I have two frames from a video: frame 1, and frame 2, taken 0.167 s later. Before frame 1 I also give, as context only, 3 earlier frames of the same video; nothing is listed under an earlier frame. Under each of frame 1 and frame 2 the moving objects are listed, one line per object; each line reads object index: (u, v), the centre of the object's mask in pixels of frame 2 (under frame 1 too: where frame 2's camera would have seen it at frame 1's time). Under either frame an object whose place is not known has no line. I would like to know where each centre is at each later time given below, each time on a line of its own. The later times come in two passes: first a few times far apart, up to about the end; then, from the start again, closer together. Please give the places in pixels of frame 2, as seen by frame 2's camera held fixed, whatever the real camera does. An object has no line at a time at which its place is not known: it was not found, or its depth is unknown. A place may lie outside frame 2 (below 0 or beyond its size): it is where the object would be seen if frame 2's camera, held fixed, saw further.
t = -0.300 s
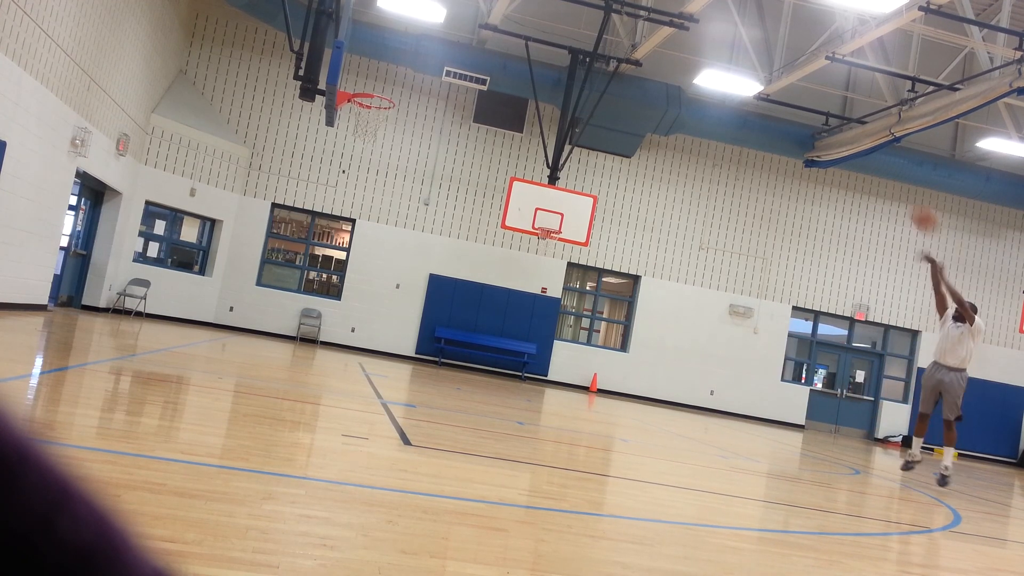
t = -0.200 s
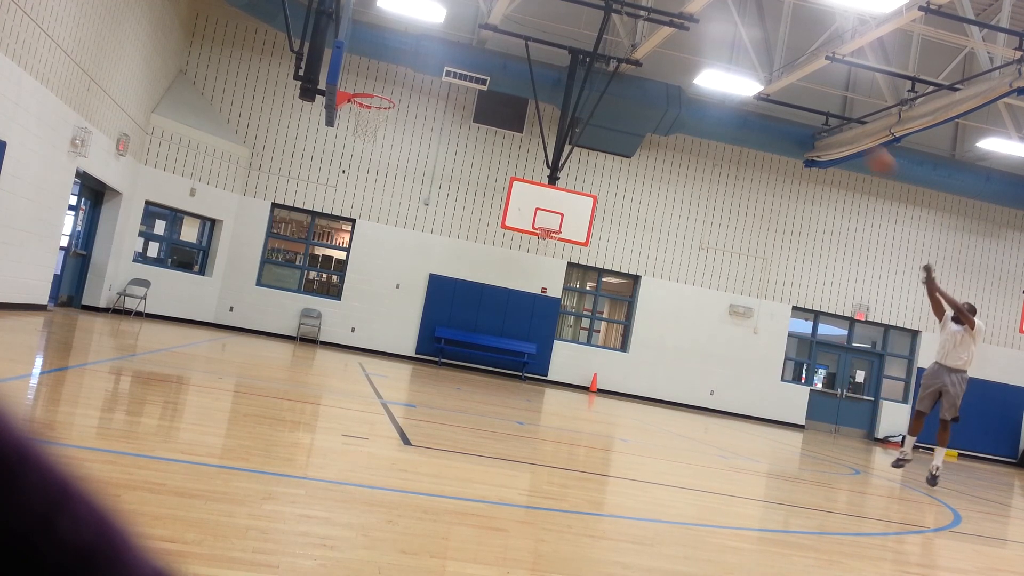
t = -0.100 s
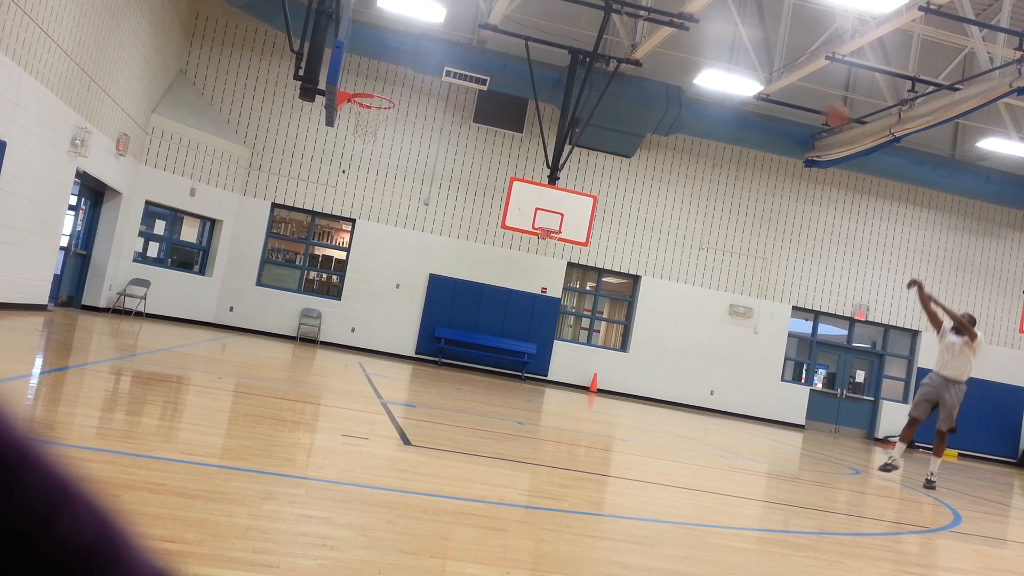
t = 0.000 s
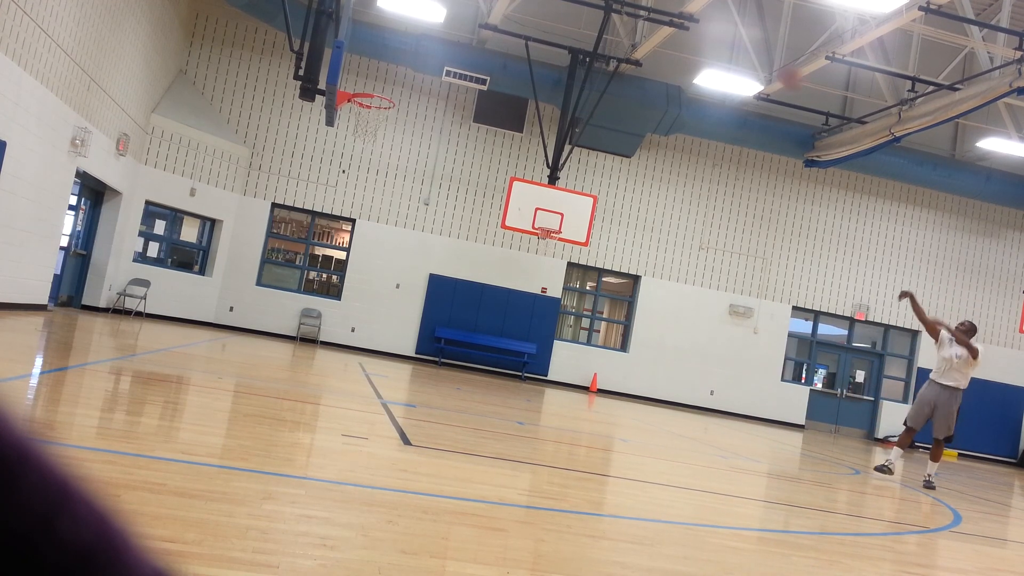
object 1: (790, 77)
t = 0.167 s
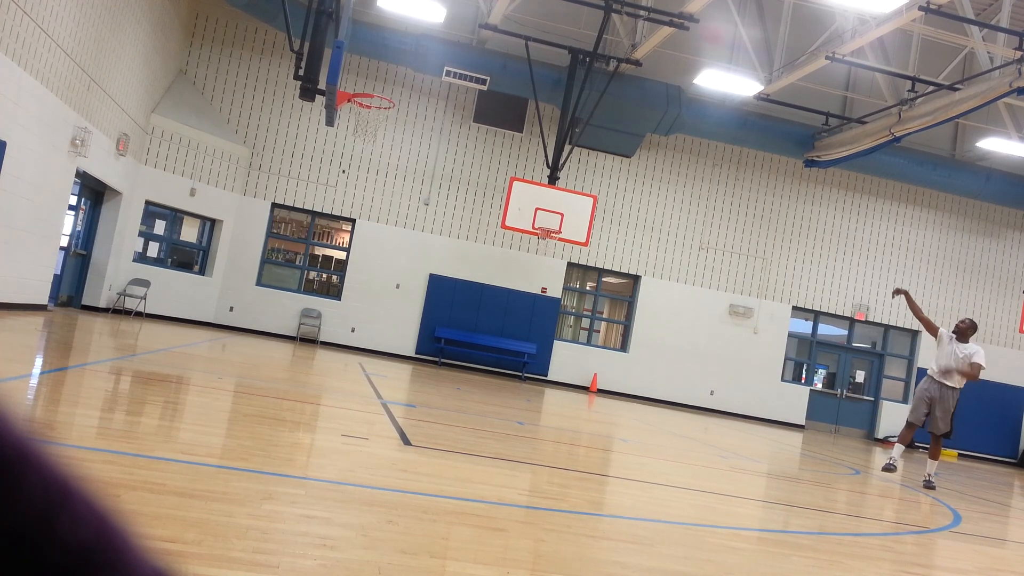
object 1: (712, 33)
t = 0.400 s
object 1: (602, 14)
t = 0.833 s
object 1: (385, 93)
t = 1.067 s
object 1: (362, 120)
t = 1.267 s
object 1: (368, 160)
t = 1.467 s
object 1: (367, 240)
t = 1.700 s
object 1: (359, 369)
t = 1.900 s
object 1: (388, 284)
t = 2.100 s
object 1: (409, 236)
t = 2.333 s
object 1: (426, 228)
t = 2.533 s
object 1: (433, 265)
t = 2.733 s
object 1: (431, 344)
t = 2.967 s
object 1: (445, 340)
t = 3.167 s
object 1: (462, 299)
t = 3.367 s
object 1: (472, 300)
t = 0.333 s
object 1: (633, 15)
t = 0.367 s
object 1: (618, 13)
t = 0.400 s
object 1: (602, 14)
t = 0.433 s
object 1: (586, 15)
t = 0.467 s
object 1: (569, 18)
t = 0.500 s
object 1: (552, 21)
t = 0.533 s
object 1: (536, 25)
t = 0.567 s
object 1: (522, 29)
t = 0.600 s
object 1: (504, 35)
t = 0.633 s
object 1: (486, 42)
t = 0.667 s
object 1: (472, 48)
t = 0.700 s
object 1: (454, 55)
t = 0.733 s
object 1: (436, 65)
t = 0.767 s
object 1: (418, 76)
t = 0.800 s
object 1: (400, 89)
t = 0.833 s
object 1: (385, 93)
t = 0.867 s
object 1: (367, 104)
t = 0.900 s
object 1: (362, 107)
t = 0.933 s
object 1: (360, 110)
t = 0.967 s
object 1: (358, 113)
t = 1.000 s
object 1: (359, 115)
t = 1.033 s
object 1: (360, 117)
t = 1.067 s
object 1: (362, 120)
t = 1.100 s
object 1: (363, 125)
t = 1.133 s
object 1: (364, 129)
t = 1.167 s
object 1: (365, 135)
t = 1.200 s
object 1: (366, 142)
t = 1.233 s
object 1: (367, 151)
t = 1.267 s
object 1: (368, 160)
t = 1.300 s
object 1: (368, 171)
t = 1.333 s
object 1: (368, 182)
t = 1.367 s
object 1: (368, 194)
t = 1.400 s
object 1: (367, 208)
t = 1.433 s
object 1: (367, 223)
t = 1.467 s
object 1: (367, 240)
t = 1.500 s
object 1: (366, 257)
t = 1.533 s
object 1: (364, 277)
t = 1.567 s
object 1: (363, 297)
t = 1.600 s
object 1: (362, 318)
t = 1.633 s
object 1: (359, 341)
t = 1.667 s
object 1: (357, 365)
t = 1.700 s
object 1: (359, 369)
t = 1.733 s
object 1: (364, 354)
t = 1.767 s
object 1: (370, 337)
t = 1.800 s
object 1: (374, 323)
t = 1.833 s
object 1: (379, 309)
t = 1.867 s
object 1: (383, 296)
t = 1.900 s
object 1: (388, 284)
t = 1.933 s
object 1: (392, 274)
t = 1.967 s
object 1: (396, 264)
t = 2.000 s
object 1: (399, 255)
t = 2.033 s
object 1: (403, 248)
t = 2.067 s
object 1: (406, 242)
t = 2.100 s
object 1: (409, 236)
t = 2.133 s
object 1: (412, 232)
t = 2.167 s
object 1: (415, 229)
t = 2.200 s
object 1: (418, 226)
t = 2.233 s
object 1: (420, 225)
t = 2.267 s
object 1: (422, 225)
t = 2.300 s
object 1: (424, 226)
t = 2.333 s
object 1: (426, 228)
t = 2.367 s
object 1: (427, 231)
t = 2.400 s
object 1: (429, 236)
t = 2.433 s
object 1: (430, 241)
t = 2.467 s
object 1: (431, 248)
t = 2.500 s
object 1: (432, 256)
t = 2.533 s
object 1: (433, 265)
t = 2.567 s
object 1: (433, 276)
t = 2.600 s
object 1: (433, 288)
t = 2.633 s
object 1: (434, 300)
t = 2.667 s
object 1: (433, 314)
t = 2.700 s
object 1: (432, 330)
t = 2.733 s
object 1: (431, 344)
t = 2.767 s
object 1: (431, 361)
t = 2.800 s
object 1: (429, 383)
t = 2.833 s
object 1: (430, 387)
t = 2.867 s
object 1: (435, 374)
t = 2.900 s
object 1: (439, 360)
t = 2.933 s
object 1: (442, 349)
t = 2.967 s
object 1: (445, 340)
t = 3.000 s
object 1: (448, 330)
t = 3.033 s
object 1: (452, 321)
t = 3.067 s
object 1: (455, 314)
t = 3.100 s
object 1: (457, 308)
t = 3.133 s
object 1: (460, 303)
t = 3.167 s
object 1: (462, 299)
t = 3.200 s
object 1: (464, 297)
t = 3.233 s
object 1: (466, 295)
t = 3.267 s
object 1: (468, 295)
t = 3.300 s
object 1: (469, 295)
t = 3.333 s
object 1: (471, 297)
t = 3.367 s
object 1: (472, 300)
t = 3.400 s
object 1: (473, 305)
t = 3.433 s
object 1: (474, 310)
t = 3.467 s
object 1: (474, 317)
